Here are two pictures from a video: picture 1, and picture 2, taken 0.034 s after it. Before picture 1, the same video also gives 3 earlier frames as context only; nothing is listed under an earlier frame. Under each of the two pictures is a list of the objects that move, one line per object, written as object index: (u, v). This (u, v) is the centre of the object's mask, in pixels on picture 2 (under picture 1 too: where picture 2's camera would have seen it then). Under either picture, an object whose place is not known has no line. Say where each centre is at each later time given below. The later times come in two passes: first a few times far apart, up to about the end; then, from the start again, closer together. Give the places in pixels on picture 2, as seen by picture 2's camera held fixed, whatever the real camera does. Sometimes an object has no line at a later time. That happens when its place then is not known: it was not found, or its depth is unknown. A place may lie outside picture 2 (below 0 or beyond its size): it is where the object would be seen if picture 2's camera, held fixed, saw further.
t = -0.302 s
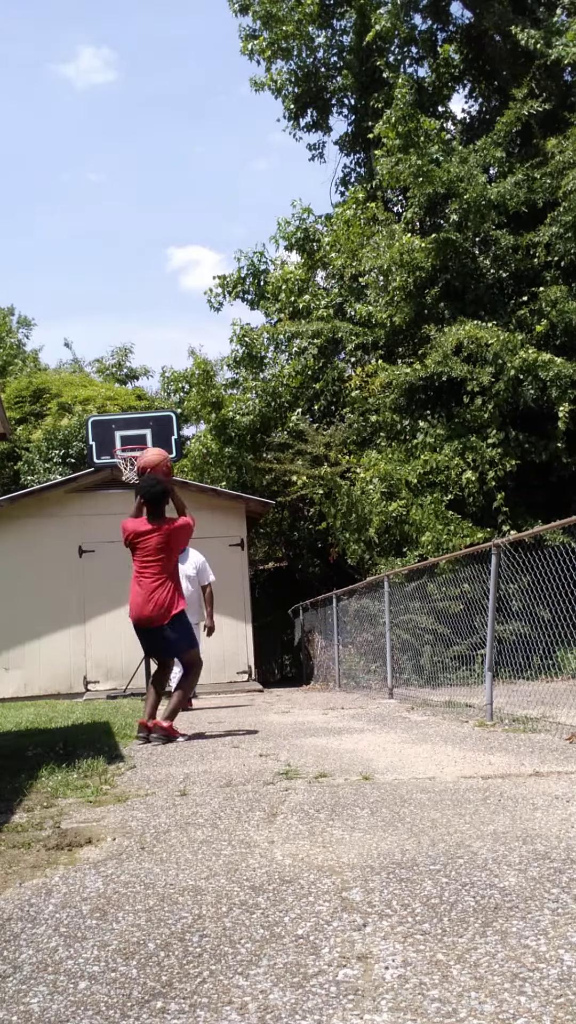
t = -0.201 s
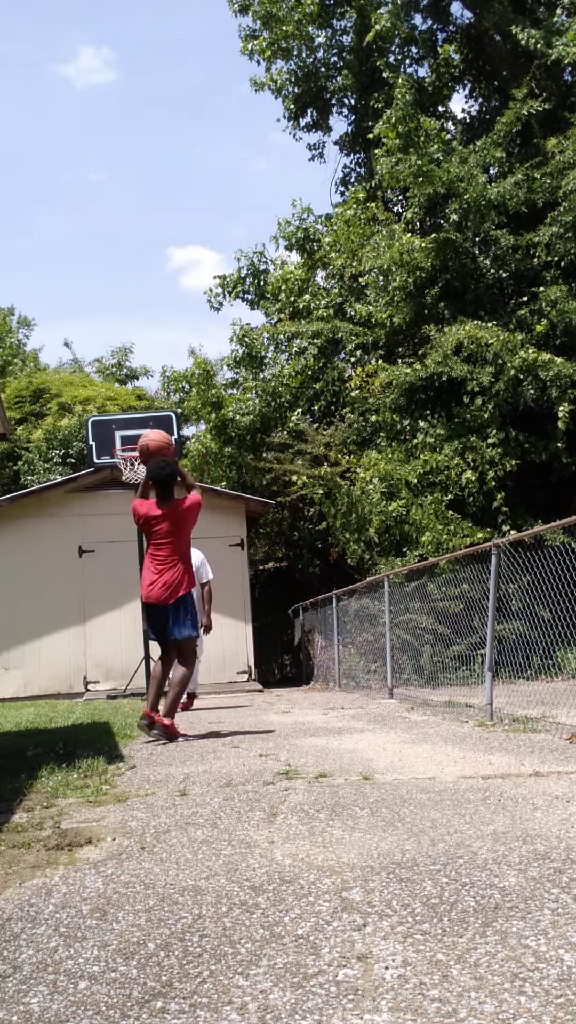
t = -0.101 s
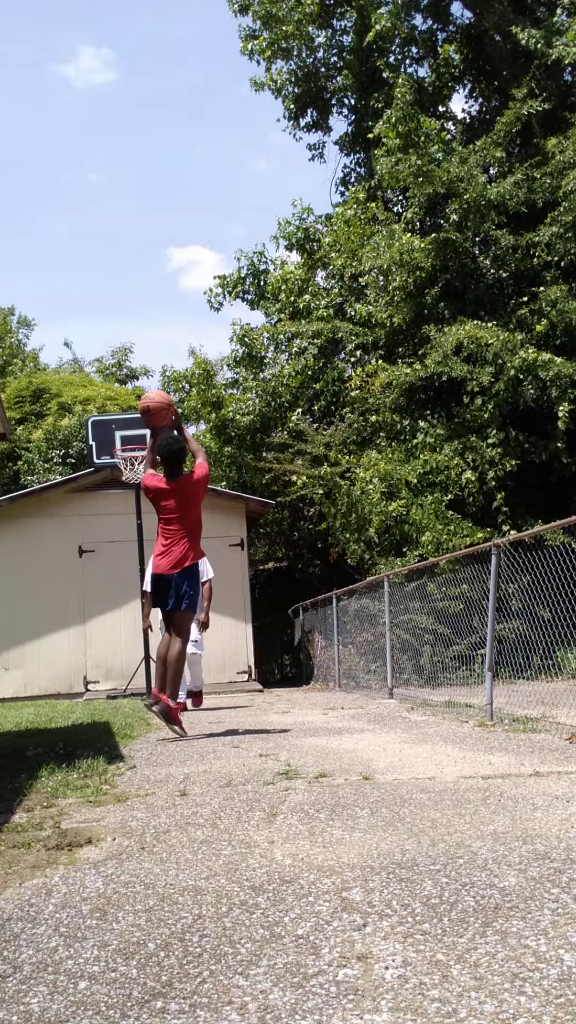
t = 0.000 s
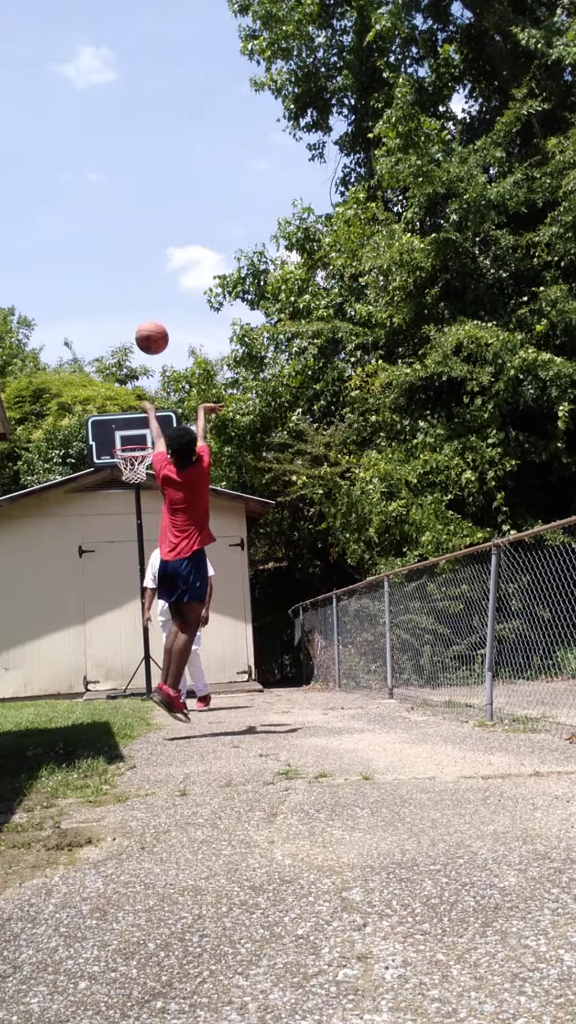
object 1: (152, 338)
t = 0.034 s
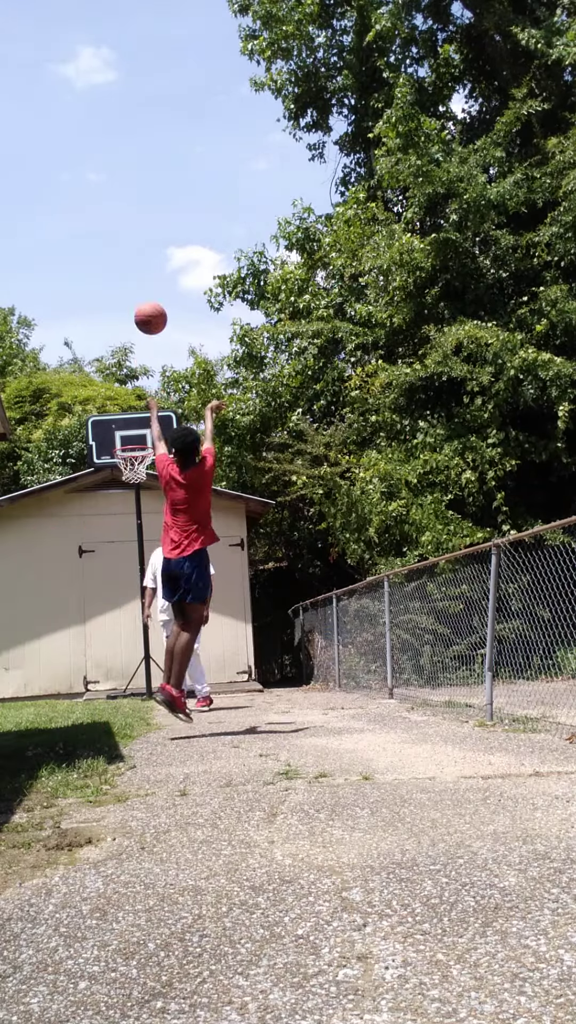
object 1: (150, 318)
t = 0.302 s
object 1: (142, 231)
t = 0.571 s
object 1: (136, 239)
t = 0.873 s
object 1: (133, 324)
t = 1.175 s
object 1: (127, 439)
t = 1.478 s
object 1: (98, 452)
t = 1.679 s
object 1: (74, 518)
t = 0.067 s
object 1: (150, 301)
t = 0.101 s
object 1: (148, 286)
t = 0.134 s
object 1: (147, 272)
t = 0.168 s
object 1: (146, 260)
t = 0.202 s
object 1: (145, 251)
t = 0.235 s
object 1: (144, 243)
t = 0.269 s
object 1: (143, 236)
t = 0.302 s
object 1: (142, 231)
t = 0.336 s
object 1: (141, 224)
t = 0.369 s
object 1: (140, 223)
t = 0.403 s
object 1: (140, 223)
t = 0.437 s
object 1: (139, 224)
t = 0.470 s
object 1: (138, 227)
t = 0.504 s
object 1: (138, 230)
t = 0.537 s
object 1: (137, 234)
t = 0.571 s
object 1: (136, 239)
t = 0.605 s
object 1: (136, 245)
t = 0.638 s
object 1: (136, 252)
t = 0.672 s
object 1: (135, 260)
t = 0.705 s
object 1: (135, 268)
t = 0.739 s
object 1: (134, 278)
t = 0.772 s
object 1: (134, 288)
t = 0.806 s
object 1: (133, 300)
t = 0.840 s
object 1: (133, 311)
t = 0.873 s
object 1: (133, 324)
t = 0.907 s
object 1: (133, 337)
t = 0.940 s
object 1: (132, 351)
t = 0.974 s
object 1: (132, 365)
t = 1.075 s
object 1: (132, 411)
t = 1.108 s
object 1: (131, 429)
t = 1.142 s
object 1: (131, 443)
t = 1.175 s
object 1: (127, 439)
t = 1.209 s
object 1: (125, 437)
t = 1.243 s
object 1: (122, 435)
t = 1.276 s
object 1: (119, 435)
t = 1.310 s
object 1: (115, 435)
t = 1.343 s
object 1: (112, 435)
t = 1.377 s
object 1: (109, 438)
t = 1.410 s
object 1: (105, 442)
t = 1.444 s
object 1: (102, 447)
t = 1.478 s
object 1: (98, 452)
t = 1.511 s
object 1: (94, 460)
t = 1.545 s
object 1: (90, 468)
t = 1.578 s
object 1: (87, 478)
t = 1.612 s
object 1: (83, 490)
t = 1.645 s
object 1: (78, 503)
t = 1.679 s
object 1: (74, 518)
